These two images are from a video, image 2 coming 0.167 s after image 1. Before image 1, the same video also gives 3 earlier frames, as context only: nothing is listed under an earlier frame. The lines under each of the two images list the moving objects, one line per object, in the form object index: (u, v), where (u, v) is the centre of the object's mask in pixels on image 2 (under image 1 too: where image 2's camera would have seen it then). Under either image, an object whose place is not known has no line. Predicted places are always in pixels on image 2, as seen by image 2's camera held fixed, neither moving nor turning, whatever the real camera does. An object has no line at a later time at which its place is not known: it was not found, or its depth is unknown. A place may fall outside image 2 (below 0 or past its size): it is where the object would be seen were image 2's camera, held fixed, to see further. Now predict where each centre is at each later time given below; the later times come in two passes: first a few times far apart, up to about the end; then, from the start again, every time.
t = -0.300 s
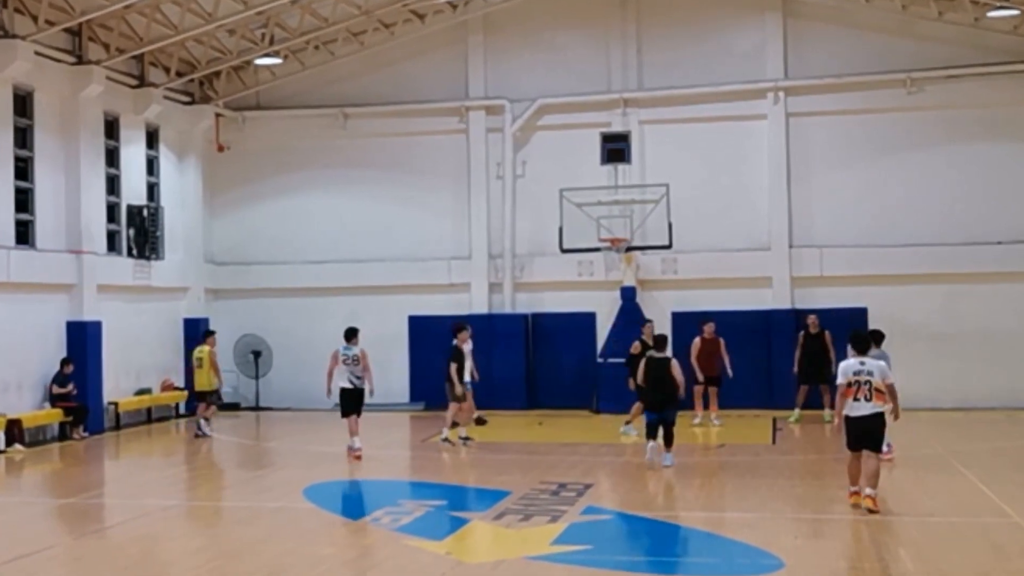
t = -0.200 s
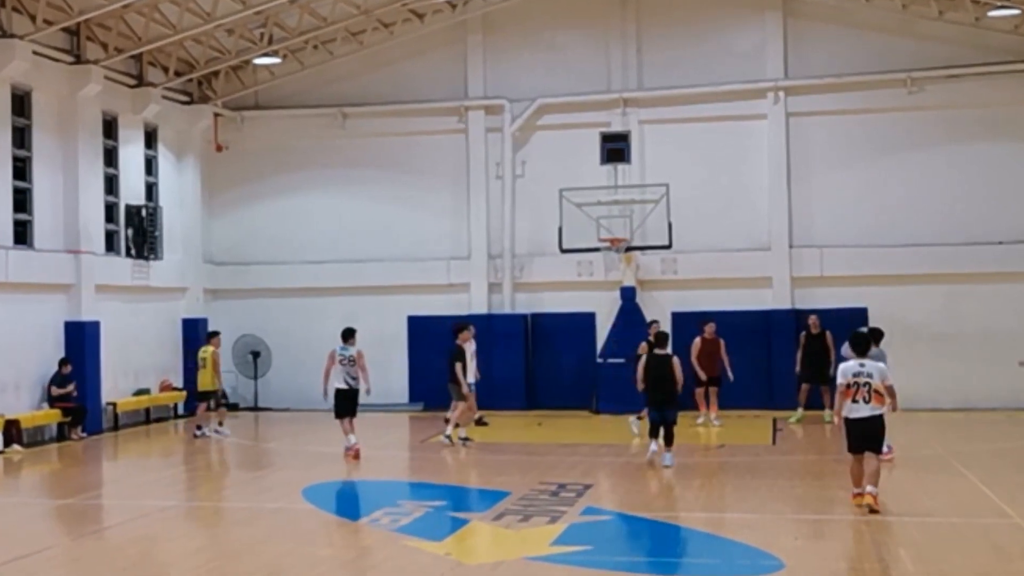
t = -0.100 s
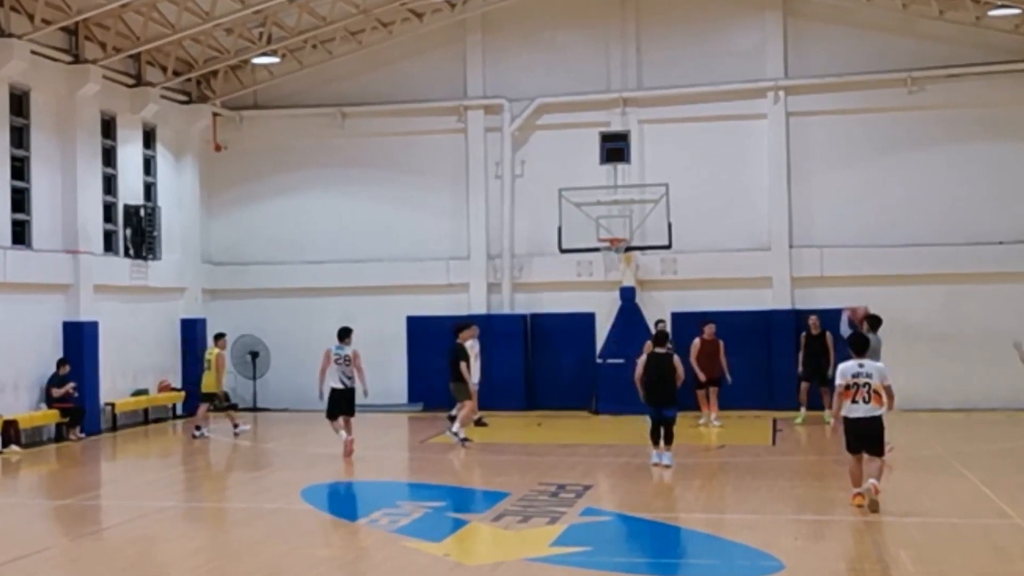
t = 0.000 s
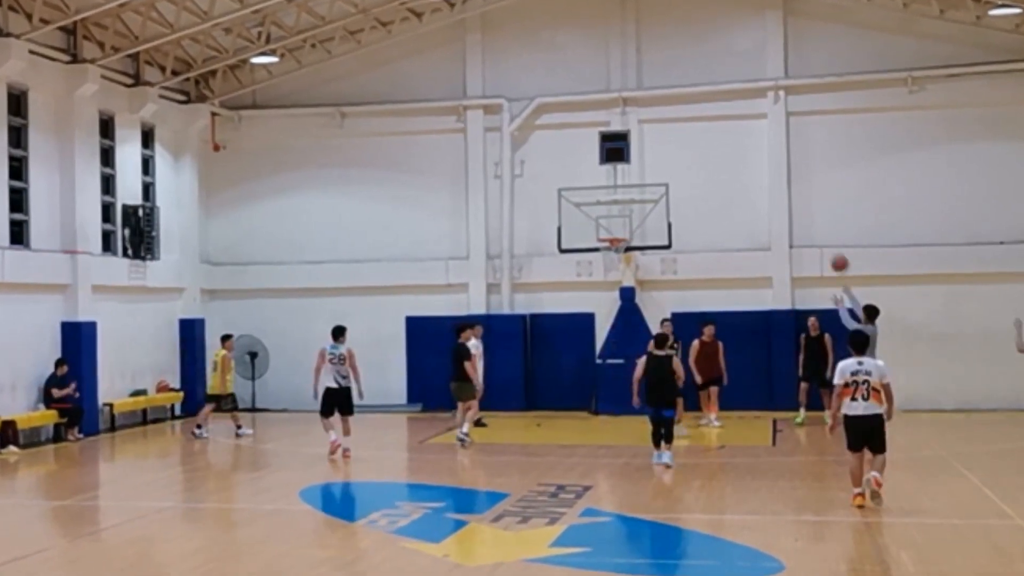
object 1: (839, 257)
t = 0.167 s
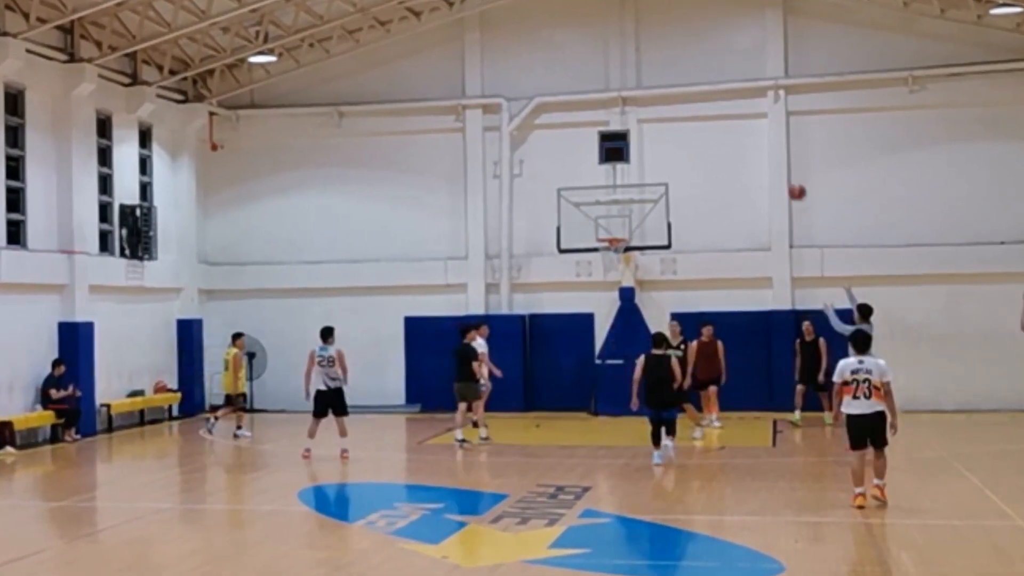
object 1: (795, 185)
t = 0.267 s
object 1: (773, 157)
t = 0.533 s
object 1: (719, 119)
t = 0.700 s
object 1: (688, 121)
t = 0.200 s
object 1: (789, 175)
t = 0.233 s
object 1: (781, 167)
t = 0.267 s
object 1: (773, 157)
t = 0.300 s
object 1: (767, 149)
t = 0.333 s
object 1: (760, 142)
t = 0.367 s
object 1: (752, 136)
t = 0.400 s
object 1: (745, 131)
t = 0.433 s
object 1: (737, 127)
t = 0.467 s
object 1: (731, 123)
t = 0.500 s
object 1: (725, 121)
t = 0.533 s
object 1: (719, 119)
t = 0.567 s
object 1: (712, 118)
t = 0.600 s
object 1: (706, 118)
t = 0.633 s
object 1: (699, 118)
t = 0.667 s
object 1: (694, 118)
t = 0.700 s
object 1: (688, 121)
